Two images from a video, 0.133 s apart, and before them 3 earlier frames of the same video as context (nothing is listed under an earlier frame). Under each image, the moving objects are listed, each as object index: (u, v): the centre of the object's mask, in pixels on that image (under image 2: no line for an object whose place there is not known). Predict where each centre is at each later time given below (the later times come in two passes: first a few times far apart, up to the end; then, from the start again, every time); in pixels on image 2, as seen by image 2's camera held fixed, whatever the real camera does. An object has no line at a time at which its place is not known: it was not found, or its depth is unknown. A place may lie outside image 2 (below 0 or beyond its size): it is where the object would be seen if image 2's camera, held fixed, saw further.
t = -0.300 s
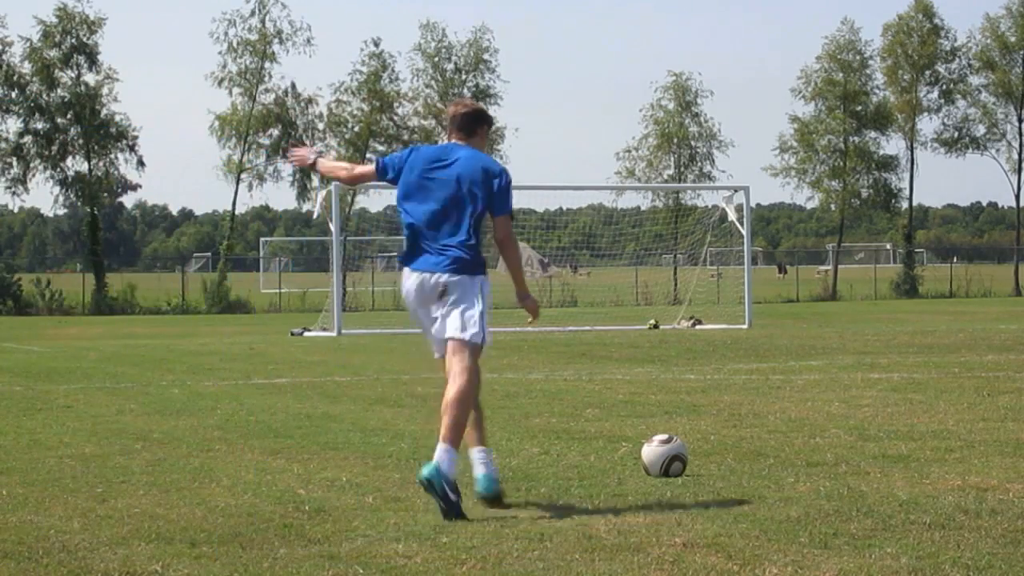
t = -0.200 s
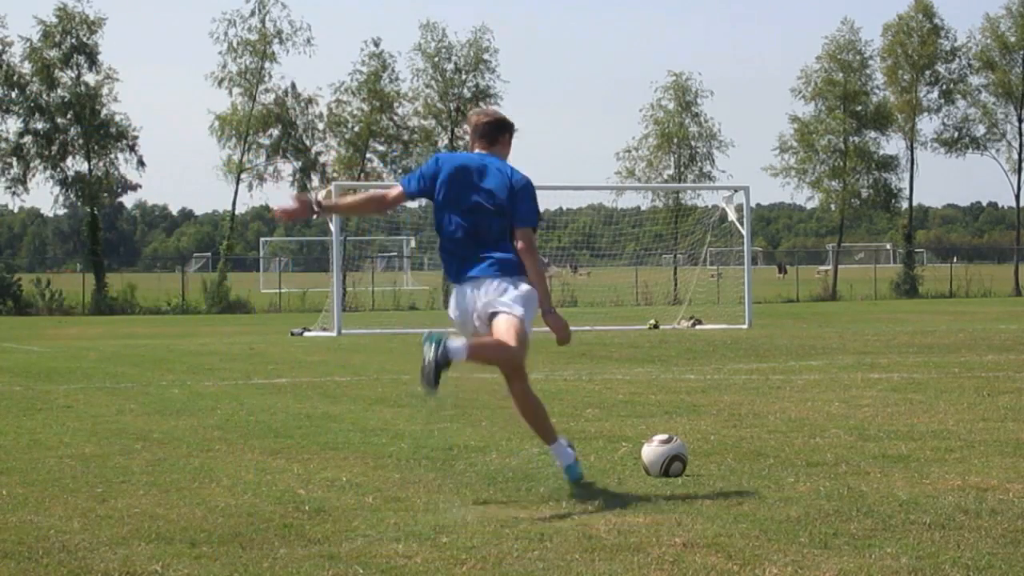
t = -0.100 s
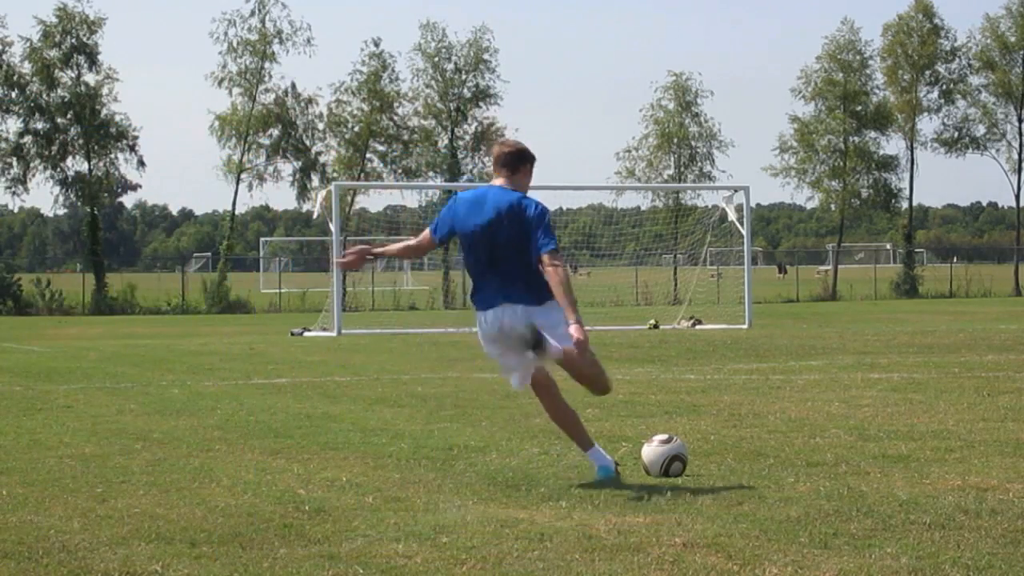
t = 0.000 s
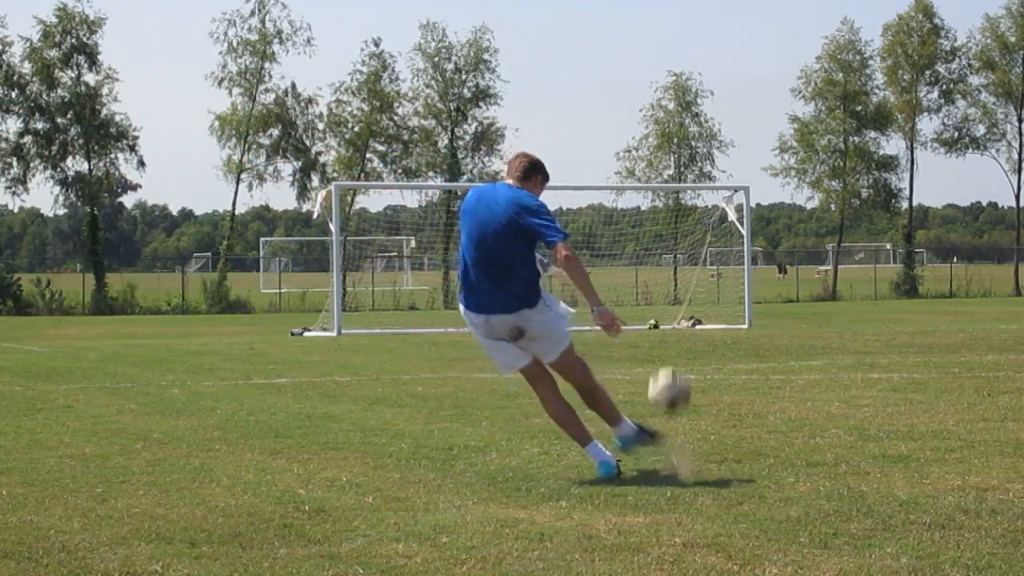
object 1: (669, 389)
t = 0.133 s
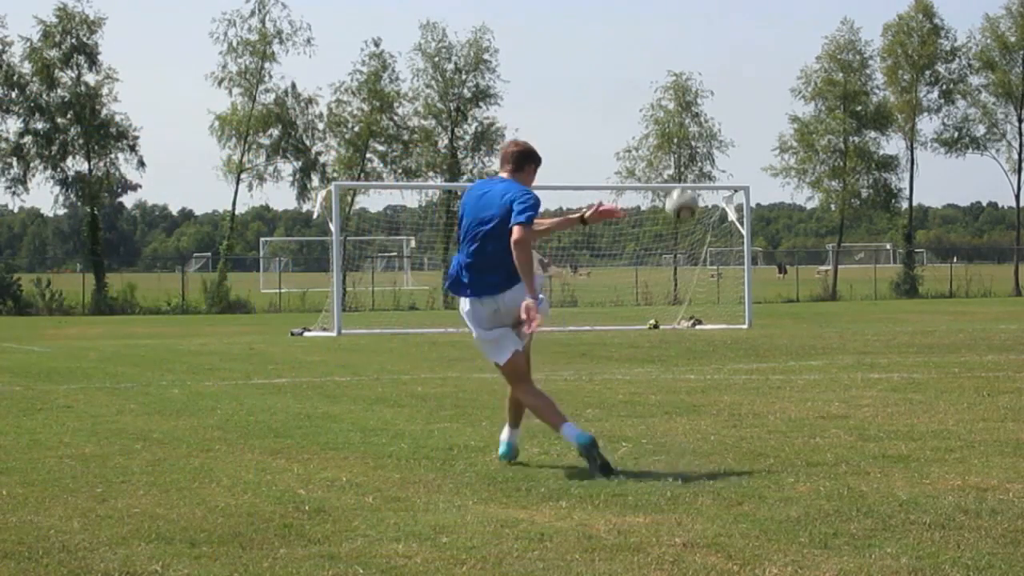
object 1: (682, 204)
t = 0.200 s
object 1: (689, 155)
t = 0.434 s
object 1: (707, 90)
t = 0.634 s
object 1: (695, 105)
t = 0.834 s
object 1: (671, 135)
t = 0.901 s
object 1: (665, 148)
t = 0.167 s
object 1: (684, 177)
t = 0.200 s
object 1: (689, 155)
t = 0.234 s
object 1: (692, 138)
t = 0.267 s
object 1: (697, 123)
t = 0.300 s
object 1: (701, 112)
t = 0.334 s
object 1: (704, 102)
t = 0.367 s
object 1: (706, 97)
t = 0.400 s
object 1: (707, 92)
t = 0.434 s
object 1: (707, 90)
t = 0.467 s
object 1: (706, 90)
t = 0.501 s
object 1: (705, 90)
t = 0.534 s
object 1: (703, 92)
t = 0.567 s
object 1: (701, 96)
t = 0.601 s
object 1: (698, 100)
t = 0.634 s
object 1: (695, 105)
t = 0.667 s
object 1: (691, 109)
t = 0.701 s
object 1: (688, 114)
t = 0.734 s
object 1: (683, 119)
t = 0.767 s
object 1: (679, 124)
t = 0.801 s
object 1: (675, 130)
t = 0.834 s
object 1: (671, 135)
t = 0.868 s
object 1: (668, 142)
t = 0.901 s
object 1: (665, 148)
